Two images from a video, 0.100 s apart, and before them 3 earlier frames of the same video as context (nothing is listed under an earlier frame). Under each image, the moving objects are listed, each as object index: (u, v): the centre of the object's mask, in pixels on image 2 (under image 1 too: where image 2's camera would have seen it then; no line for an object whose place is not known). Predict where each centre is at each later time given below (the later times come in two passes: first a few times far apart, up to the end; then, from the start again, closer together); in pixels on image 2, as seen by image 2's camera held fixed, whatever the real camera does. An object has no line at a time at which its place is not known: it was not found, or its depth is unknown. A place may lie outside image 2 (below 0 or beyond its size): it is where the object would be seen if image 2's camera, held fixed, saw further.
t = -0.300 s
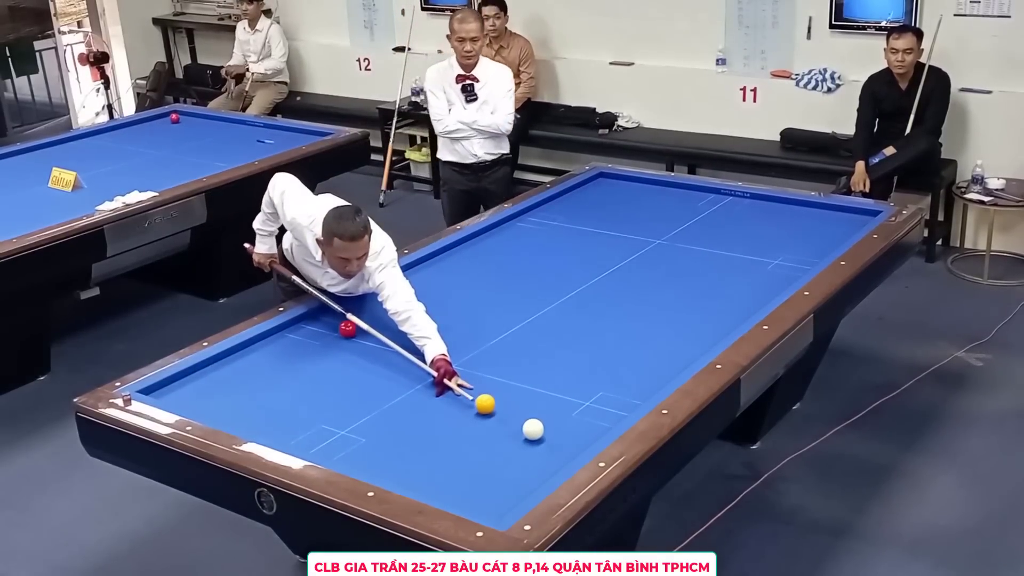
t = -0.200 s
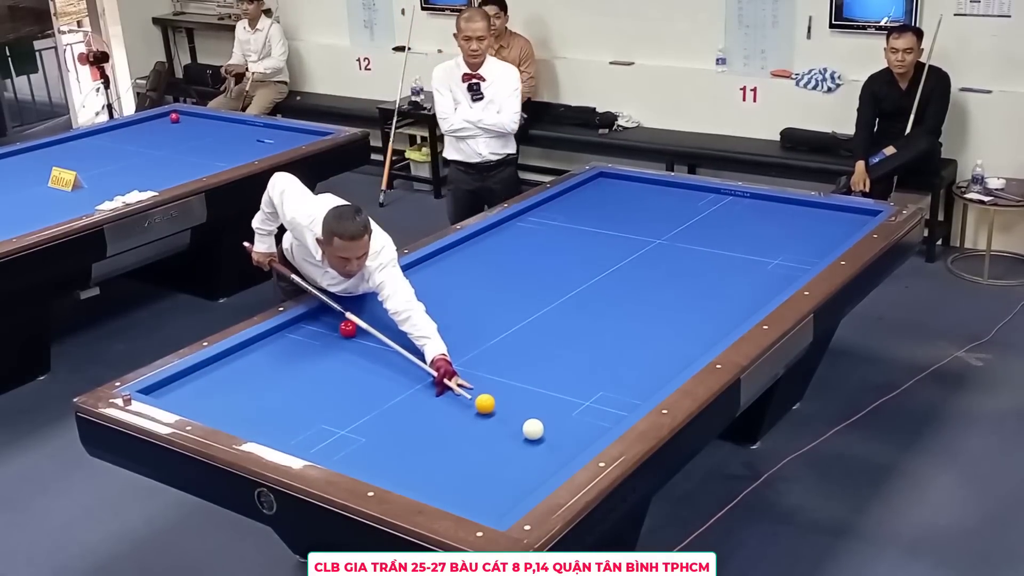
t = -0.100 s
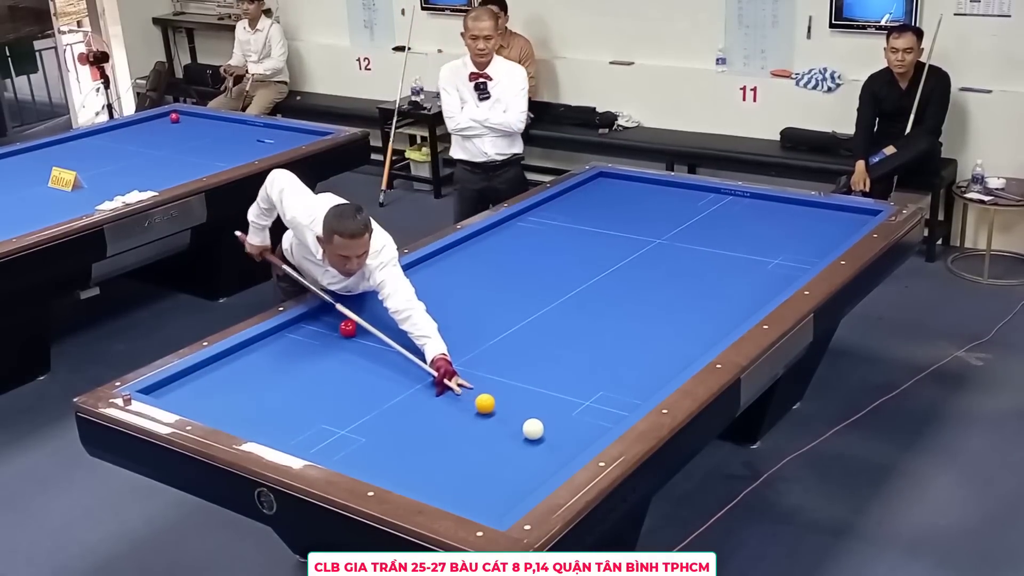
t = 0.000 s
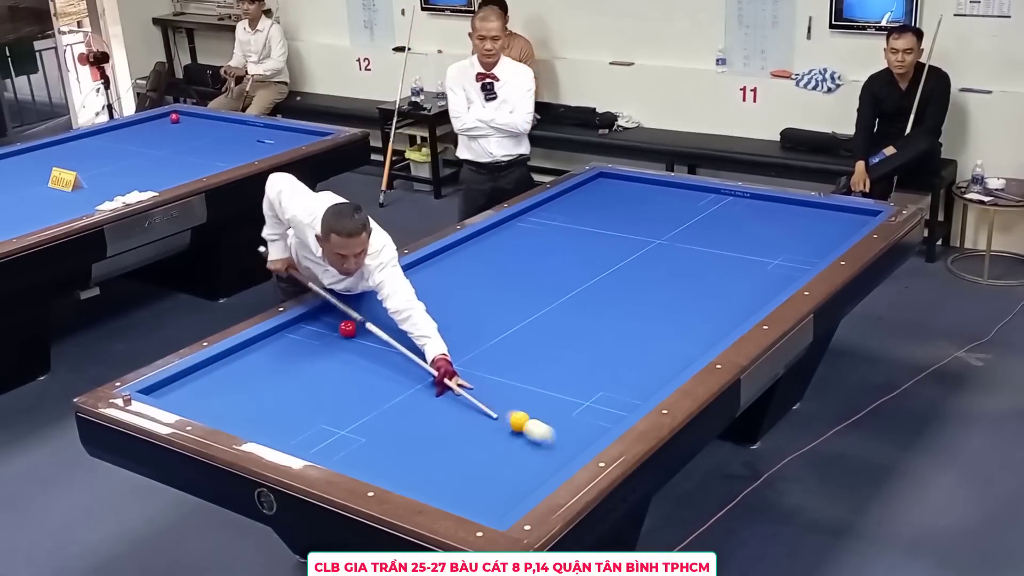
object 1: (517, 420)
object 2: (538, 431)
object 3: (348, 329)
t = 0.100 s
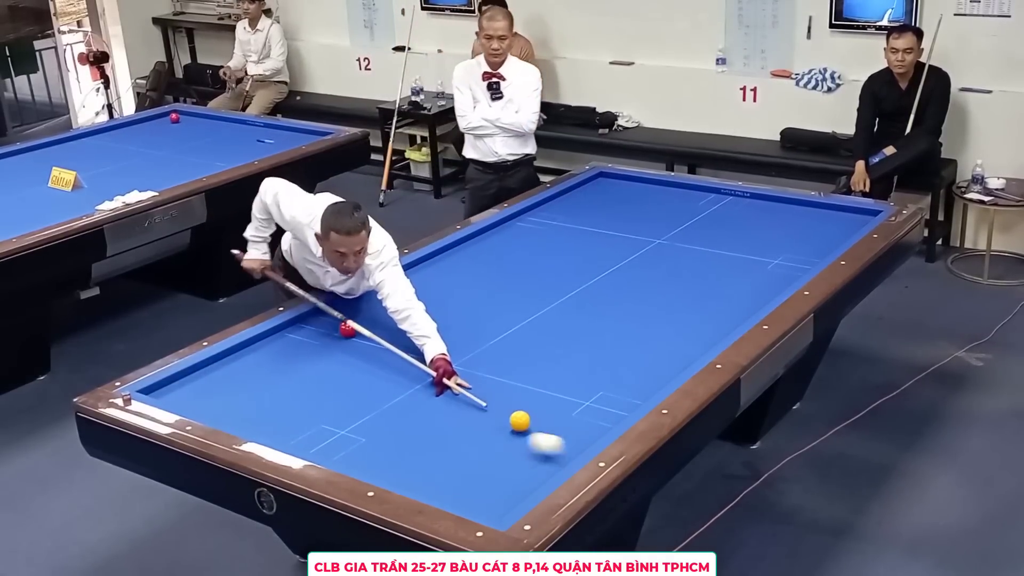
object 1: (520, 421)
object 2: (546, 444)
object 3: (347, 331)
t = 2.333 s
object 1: (355, 332)
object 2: (502, 487)
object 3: (340, 325)
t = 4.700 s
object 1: (348, 326)
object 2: (257, 402)
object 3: (354, 316)
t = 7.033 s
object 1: (348, 326)
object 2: (236, 394)
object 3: (364, 321)
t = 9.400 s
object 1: (348, 326)
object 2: (295, 415)
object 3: (364, 321)
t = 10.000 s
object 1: (348, 326)
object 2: (303, 417)
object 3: (364, 321)
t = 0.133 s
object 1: (519, 420)
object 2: (523, 441)
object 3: (346, 331)
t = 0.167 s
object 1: (517, 419)
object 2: (501, 436)
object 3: (347, 331)
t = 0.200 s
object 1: (515, 418)
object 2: (480, 432)
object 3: (347, 331)
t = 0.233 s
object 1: (512, 416)
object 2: (460, 429)
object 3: (347, 330)
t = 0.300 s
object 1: (505, 412)
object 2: (421, 422)
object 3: (348, 329)
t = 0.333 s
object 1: (502, 411)
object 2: (404, 419)
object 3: (348, 329)
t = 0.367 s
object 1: (498, 409)
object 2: (387, 416)
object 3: (348, 329)
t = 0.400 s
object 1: (495, 407)
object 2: (371, 413)
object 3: (348, 329)
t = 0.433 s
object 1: (492, 405)
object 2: (356, 410)
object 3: (348, 329)
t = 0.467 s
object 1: (489, 403)
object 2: (341, 407)
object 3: (348, 329)
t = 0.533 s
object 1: (482, 400)
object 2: (312, 402)
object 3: (348, 329)
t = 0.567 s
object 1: (479, 398)
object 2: (298, 399)
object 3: (348, 329)
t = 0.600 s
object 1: (476, 397)
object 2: (283, 396)
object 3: (348, 329)
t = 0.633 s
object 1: (473, 395)
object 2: (269, 394)
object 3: (348, 329)
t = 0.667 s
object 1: (470, 393)
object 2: (256, 391)
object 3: (348, 329)
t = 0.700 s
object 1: (467, 392)
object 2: (242, 388)
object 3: (348, 329)
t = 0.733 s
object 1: (464, 390)
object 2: (229, 386)
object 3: (348, 329)
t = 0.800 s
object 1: (458, 387)
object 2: (202, 381)
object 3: (348, 329)
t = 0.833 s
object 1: (455, 385)
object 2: (189, 379)
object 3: (348, 329)
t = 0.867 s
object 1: (452, 384)
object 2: (181, 378)
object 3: (348, 329)
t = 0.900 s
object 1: (449, 383)
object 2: (189, 380)
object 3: (348, 329)
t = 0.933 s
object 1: (446, 381)
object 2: (198, 383)
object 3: (348, 329)
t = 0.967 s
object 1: (443, 379)
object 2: (206, 385)
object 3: (348, 329)
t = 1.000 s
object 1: (440, 378)
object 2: (214, 388)
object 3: (348, 329)
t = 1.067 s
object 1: (435, 375)
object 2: (228, 393)
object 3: (348, 329)
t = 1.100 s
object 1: (432, 374)
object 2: (235, 395)
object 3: (348, 329)
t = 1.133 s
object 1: (430, 372)
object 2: (241, 397)
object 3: (348, 329)
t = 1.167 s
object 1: (427, 371)
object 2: (247, 399)
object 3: (348, 329)
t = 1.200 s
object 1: (424, 369)
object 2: (254, 402)
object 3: (348, 329)
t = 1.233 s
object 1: (422, 368)
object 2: (260, 404)
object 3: (348, 329)
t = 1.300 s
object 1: (417, 365)
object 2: (273, 408)
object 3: (348, 329)
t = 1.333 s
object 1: (414, 364)
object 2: (280, 410)
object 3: (348, 329)
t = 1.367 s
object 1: (412, 363)
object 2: (287, 413)
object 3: (348, 329)
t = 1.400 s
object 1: (409, 361)
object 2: (294, 415)
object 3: (348, 329)
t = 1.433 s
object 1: (407, 360)
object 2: (300, 417)
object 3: (348, 329)
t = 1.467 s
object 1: (404, 359)
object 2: (307, 420)
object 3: (348, 329)
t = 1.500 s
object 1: (402, 357)
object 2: (314, 422)
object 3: (348, 329)
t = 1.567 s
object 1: (397, 355)
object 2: (328, 427)
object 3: (348, 329)
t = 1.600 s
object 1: (394, 353)
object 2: (335, 429)
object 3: (348, 329)
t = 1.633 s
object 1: (392, 352)
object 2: (342, 431)
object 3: (348, 329)
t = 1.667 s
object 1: (390, 351)
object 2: (349, 434)
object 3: (348, 329)
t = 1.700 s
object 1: (388, 350)
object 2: (356, 436)
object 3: (348, 329)
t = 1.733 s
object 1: (385, 348)
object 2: (363, 439)
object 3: (348, 329)
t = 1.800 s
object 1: (381, 346)
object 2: (378, 444)
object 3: (348, 329)
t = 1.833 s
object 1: (379, 345)
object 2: (385, 446)
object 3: (348, 329)
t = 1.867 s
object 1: (376, 344)
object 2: (392, 449)
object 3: (348, 329)
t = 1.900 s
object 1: (374, 342)
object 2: (400, 451)
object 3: (348, 329)
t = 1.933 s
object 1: (372, 341)
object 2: (407, 454)
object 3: (348, 329)
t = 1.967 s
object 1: (370, 340)
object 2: (415, 457)
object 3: (348, 329)
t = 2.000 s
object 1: (368, 339)
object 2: (423, 459)
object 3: (348, 329)
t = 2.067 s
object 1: (363, 337)
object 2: (438, 465)
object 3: (348, 329)
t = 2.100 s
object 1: (362, 336)
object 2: (446, 467)
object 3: (347, 329)
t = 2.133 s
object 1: (359, 335)
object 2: (454, 470)
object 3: (347, 328)
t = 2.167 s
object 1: (358, 334)
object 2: (461, 473)
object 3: (346, 328)
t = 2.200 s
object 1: (357, 333)
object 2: (469, 476)
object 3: (345, 327)
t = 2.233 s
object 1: (357, 333)
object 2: (477, 479)
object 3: (344, 327)
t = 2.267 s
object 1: (356, 333)
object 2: (485, 481)
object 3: (343, 326)
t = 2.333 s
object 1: (355, 332)
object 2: (502, 487)
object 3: (340, 325)
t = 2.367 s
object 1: (355, 332)
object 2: (510, 490)
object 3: (339, 325)
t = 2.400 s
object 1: (355, 332)
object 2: (517, 492)
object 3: (338, 325)
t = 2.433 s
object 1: (354, 332)
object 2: (516, 492)
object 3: (337, 324)
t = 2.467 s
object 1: (354, 331)
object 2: (511, 490)
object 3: (336, 323)
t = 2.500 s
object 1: (354, 331)
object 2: (505, 488)
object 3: (335, 323)
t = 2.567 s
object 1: (353, 331)
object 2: (495, 485)
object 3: (332, 321)
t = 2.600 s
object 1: (353, 331)
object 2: (490, 483)
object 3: (331, 321)
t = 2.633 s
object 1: (353, 331)
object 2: (485, 481)
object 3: (330, 320)
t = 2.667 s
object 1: (352, 330)
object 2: (480, 479)
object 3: (329, 319)
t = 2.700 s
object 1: (352, 330)
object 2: (476, 478)
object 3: (328, 319)
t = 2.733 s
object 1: (352, 330)
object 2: (471, 476)
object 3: (326, 318)
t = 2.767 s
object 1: (351, 330)
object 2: (467, 475)
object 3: (325, 318)
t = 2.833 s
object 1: (351, 329)
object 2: (458, 471)
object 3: (323, 317)
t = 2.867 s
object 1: (351, 329)
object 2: (453, 470)
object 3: (322, 316)
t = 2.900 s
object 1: (350, 329)
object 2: (449, 468)
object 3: (321, 316)
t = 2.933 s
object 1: (350, 329)
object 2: (444, 467)
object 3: (320, 315)
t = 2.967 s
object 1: (350, 329)
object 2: (440, 465)
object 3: (319, 314)
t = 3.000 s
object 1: (350, 329)
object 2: (436, 464)
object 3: (317, 314)
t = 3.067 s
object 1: (349, 328)
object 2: (427, 460)
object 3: (316, 313)
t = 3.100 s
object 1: (349, 328)
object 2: (423, 459)
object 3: (315, 313)
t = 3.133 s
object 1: (349, 328)
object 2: (419, 458)
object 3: (316, 313)
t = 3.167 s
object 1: (349, 328)
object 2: (415, 456)
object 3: (317, 313)
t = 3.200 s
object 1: (349, 328)
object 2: (411, 455)
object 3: (318, 313)
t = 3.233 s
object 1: (349, 328)
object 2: (407, 453)
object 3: (319, 313)
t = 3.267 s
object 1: (349, 328)
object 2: (402, 452)
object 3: (320, 313)
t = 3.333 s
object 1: (349, 327)
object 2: (395, 449)
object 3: (322, 313)
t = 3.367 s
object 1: (349, 327)
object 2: (391, 448)
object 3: (323, 313)
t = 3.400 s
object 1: (348, 327)
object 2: (387, 446)
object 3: (324, 313)
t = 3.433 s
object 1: (348, 327)
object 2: (383, 445)
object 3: (325, 313)
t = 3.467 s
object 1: (348, 327)
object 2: (379, 444)
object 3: (326, 314)
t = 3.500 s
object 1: (348, 327)
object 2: (375, 442)
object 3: (327, 314)
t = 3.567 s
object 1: (348, 327)
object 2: (368, 440)
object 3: (329, 314)
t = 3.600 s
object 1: (348, 327)
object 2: (364, 438)
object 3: (329, 314)
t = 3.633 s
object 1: (348, 326)
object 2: (360, 437)
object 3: (330, 314)
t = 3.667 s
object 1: (348, 327)
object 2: (357, 436)
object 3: (331, 315)
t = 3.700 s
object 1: (348, 327)
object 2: (353, 435)
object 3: (332, 315)
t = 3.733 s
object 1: (348, 326)
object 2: (350, 433)
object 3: (333, 315)
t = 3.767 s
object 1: (348, 326)
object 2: (346, 432)
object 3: (334, 315)
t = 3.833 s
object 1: (348, 326)
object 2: (339, 430)
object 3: (335, 315)
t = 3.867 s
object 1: (348, 326)
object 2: (335, 428)
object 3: (336, 315)
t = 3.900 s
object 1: (348, 326)
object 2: (332, 427)
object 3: (337, 315)
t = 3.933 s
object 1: (348, 326)
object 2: (329, 426)
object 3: (338, 315)
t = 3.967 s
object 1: (348, 326)
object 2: (325, 425)
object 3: (338, 315)
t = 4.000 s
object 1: (348, 326)
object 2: (322, 424)
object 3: (339, 315)
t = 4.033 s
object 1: (348, 326)
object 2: (318, 423)
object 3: (340, 315)
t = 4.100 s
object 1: (348, 326)
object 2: (312, 420)
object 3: (341, 315)
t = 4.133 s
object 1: (348, 326)
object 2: (308, 419)
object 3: (342, 314)
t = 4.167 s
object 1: (347, 326)
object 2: (305, 418)
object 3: (342, 314)
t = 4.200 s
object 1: (347, 326)
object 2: (302, 417)
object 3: (343, 314)
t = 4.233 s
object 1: (347, 326)
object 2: (299, 416)
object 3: (344, 314)
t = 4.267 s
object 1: (347, 326)
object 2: (295, 415)
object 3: (345, 314)
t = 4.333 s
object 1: (347, 326)
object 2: (289, 413)
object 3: (347, 314)
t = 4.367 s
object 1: (348, 326)
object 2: (286, 412)
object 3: (347, 314)
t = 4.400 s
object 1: (348, 326)
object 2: (283, 411)
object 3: (348, 314)
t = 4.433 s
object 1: (348, 326)
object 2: (280, 410)
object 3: (349, 314)
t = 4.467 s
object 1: (348, 326)
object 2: (277, 409)
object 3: (350, 314)
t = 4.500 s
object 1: (348, 326)
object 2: (274, 408)
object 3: (350, 314)
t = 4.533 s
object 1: (348, 326)
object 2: (271, 407)
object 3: (351, 314)
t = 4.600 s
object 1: (348, 326)
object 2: (265, 405)
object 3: (352, 315)
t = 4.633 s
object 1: (348, 326)
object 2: (262, 404)
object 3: (353, 315)
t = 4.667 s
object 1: (348, 326)
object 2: (259, 403)
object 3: (354, 315)
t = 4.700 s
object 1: (348, 326)
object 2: (257, 402)
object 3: (354, 316)
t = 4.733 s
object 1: (348, 326)
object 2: (254, 401)
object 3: (355, 316)
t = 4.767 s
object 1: (347, 326)
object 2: (251, 400)
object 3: (355, 316)
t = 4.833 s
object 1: (348, 326)
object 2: (245, 398)
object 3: (356, 317)
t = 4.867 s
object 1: (348, 326)
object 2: (242, 397)
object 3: (357, 317)
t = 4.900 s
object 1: (347, 326)
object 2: (240, 396)
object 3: (357, 317)
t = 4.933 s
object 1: (347, 326)
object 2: (237, 395)
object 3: (358, 317)
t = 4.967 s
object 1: (347, 326)
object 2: (234, 394)
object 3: (358, 317)
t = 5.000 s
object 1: (347, 326)
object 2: (232, 393)
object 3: (358, 318)
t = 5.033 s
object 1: (347, 326)
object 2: (229, 392)
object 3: (359, 318)
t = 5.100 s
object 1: (347, 326)
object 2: (224, 391)
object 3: (360, 318)
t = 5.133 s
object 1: (347, 326)
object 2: (221, 390)
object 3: (360, 318)
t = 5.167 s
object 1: (347, 326)
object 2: (219, 389)
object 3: (360, 319)
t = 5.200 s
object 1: (347, 326)
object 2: (216, 388)
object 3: (360, 319)
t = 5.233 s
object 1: (347, 326)
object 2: (214, 387)
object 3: (361, 319)
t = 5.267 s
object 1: (347, 326)
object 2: (211, 386)
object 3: (361, 319)
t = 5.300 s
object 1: (347, 326)
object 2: (209, 385)
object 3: (361, 319)
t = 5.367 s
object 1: (347, 326)
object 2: (204, 384)
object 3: (362, 319)
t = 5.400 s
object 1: (347, 326)
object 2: (202, 383)
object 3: (362, 319)
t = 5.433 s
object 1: (347, 326)
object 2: (199, 382)
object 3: (362, 319)
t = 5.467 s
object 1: (348, 326)
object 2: (197, 381)
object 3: (362, 320)
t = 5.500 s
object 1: (348, 326)
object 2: (194, 380)
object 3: (363, 320)
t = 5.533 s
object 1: (347, 326)
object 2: (192, 380)
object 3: (363, 320)
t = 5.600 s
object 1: (348, 326)
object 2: (188, 378)
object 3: (363, 320)
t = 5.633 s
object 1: (348, 326)
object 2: (185, 377)
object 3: (363, 320)
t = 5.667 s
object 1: (348, 326)
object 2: (183, 376)
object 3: (363, 320)
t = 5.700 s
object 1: (348, 326)
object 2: (183, 376)
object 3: (363, 320)
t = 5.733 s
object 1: (348, 326)
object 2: (184, 377)
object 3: (364, 320)
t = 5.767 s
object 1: (348, 326)
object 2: (186, 377)
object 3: (364, 320)
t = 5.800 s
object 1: (348, 326)
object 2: (187, 378)
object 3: (364, 320)
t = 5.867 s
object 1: (348, 326)
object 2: (190, 379)
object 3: (364, 321)
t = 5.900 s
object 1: (348, 326)
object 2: (192, 379)
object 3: (364, 321)
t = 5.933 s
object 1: (348, 326)
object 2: (193, 379)
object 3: (364, 321)
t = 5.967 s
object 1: (348, 326)
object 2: (195, 380)
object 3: (364, 321)
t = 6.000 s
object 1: (348, 326)
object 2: (196, 381)
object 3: (364, 321)
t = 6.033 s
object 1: (348, 326)
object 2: (198, 381)
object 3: (364, 321)
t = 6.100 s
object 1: (348, 326)
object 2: (201, 382)
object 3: (364, 321)
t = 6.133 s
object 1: (348, 326)
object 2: (202, 382)
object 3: (364, 321)
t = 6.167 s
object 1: (348, 326)
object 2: (204, 383)
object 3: (364, 321)
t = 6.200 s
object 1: (348, 326)
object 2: (205, 383)
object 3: (364, 321)
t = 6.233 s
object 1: (348, 326)
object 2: (206, 384)
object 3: (364, 321)
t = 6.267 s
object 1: (348, 326)
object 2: (208, 384)
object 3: (364, 321)
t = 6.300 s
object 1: (348, 326)
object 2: (209, 384)
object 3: (364, 321)
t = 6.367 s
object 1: (348, 326)
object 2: (212, 385)
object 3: (364, 321)
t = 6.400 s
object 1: (348, 326)
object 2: (213, 386)
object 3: (364, 321)
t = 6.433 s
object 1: (348, 326)
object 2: (214, 386)
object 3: (364, 321)
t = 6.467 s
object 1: (348, 326)
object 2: (216, 387)
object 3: (364, 321)
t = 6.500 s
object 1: (348, 326)
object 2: (217, 387)
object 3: (364, 321)
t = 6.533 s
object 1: (348, 326)
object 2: (218, 387)
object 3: (364, 321)
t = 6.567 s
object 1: (348, 326)
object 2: (219, 388)
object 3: (364, 321)
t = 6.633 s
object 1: (348, 326)
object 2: (222, 389)
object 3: (364, 321)
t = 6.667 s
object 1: (348, 326)
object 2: (223, 389)
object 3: (364, 321)
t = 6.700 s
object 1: (348, 326)
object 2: (224, 390)
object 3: (364, 321)
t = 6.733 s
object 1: (348, 326)
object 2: (225, 390)
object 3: (364, 321)
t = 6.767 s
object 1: (348, 326)
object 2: (227, 391)
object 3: (364, 321)
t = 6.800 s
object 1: (348, 326)
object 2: (228, 391)
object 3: (364, 321)
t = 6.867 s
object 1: (348, 326)
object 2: (230, 392)
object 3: (364, 321)
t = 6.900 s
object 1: (348, 326)
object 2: (231, 392)
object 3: (364, 321)
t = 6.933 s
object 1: (348, 326)
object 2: (232, 393)
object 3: (364, 321)
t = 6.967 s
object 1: (348, 326)
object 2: (234, 393)
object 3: (364, 321)
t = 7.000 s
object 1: (348, 326)
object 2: (235, 393)
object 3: (364, 321)
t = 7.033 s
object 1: (348, 326)
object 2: (236, 394)
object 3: (364, 321)
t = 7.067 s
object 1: (348, 326)
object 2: (237, 394)
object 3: (364, 321)
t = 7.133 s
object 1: (348, 326)
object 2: (239, 395)
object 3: (364, 321)
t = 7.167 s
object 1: (348, 326)
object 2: (240, 395)
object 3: (364, 321)
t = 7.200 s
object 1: (348, 326)
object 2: (241, 396)
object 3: (364, 321)
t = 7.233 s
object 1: (348, 326)
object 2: (242, 396)
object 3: (364, 321)
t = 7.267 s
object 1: (348, 326)
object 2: (243, 397)
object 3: (364, 321)
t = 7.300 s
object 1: (348, 326)
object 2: (245, 397)
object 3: (364, 321)
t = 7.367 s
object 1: (348, 326)
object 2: (247, 398)
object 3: (364, 321)
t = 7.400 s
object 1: (348, 326)
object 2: (248, 398)
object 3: (364, 321)
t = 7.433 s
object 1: (348, 326)
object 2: (249, 398)
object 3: (364, 321)
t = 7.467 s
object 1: (348, 326)
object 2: (250, 399)
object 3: (364, 321)
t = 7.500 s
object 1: (348, 326)
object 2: (251, 399)
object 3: (364, 321)
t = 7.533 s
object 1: (348, 326)
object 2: (252, 400)
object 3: (364, 321)
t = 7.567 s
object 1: (348, 326)
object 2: (253, 400)
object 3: (364, 321)
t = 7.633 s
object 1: (348, 326)
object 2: (255, 401)
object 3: (364, 321)
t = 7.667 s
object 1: (348, 326)
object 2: (256, 401)
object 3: (364, 321)
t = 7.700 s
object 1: (348, 326)
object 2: (257, 401)
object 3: (364, 321)
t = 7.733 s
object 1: (347, 326)
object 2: (257, 402)
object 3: (364, 321)
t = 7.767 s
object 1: (347, 326)
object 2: (258, 402)
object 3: (364, 321)
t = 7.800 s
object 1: (347, 326)
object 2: (259, 402)
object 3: (364, 321)
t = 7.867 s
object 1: (348, 326)
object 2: (261, 403)
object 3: (364, 321)
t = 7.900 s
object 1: (347, 326)
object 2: (262, 404)
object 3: (364, 321)
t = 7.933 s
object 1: (347, 326)
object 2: (263, 404)
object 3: (364, 321)
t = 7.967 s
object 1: (347, 326)
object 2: (264, 404)
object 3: (364, 321)
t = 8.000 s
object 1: (347, 326)
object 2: (265, 405)
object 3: (364, 321)
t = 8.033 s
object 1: (347, 326)
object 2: (265, 405)
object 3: (364, 321)
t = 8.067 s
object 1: (347, 326)
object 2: (266, 405)
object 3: (364, 321)
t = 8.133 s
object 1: (348, 326)
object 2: (268, 406)
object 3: (364, 321)
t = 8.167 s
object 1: (348, 326)
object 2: (269, 406)
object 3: (364, 321)
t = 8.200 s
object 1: (348, 326)
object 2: (270, 406)
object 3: (364, 321)
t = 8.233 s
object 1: (347, 326)
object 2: (271, 407)
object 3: (364, 321)
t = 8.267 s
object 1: (348, 326)
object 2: (271, 407)
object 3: (364, 321)
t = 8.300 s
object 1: (348, 326)
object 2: (272, 407)
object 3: (364, 321)
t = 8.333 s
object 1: (348, 326)
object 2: (273, 408)
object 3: (364, 321)
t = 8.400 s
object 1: (348, 326)
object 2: (275, 408)
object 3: (364, 321)
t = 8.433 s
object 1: (348, 326)
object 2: (275, 408)
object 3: (364, 321)
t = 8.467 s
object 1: (348, 326)
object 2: (276, 409)
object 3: (364, 321)
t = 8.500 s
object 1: (348, 326)
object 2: (277, 409)
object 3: (364, 321)
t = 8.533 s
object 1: (348, 326)
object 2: (278, 409)
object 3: (364, 321)
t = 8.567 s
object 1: (348, 326)
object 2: (279, 410)
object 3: (364, 321)
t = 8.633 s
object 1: (348, 326)
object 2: (280, 410)
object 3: (364, 321)
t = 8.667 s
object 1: (348, 326)
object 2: (281, 410)
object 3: (364, 321)
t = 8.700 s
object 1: (348, 326)
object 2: (282, 411)
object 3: (364, 321)
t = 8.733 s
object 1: (348, 326)
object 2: (282, 411)
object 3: (364, 321)
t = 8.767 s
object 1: (348, 326)
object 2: (283, 411)
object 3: (364, 321)
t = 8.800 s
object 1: (348, 326)
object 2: (284, 411)
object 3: (364, 321)
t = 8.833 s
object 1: (348, 326)
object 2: (285, 411)
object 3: (364, 321)
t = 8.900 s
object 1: (348, 326)
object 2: (286, 412)
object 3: (364, 321)
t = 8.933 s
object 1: (348, 326)
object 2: (287, 412)
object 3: (364, 321)
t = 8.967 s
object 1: (348, 326)
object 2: (287, 412)
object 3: (364, 321)
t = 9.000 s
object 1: (348, 326)
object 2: (288, 412)
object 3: (364, 321)
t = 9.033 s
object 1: (348, 326)
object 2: (289, 413)
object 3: (364, 321)
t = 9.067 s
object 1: (348, 326)
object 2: (289, 413)
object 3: (364, 321)
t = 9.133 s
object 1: (348, 326)
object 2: (290, 413)
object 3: (364, 321)
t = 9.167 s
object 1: (348, 326)
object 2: (291, 413)
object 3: (364, 321)
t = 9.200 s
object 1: (348, 326)
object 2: (292, 414)
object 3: (364, 321)
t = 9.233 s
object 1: (348, 326)
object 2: (292, 414)
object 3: (364, 321)
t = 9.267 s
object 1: (348, 326)
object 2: (293, 414)
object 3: (364, 321)
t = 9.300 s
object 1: (348, 326)
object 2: (294, 414)
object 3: (364, 321)
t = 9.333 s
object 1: (348, 326)
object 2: (294, 414)
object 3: (364, 321)
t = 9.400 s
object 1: (348, 326)
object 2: (295, 415)
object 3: (364, 321)
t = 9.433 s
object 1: (348, 326)
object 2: (296, 415)
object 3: (364, 321)
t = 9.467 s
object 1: (348, 326)
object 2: (296, 415)
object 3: (364, 321)
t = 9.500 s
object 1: (348, 326)
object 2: (297, 415)
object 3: (364, 321)
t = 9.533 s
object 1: (347, 326)
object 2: (297, 415)
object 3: (364, 321)
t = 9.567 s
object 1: (348, 326)
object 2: (298, 415)
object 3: (364, 321)
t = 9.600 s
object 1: (348, 326)
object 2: (298, 415)
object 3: (364, 321)
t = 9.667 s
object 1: (348, 326)
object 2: (299, 415)
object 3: (364, 321)
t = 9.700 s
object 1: (348, 326)
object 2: (300, 415)
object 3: (364, 321)
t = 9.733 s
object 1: (348, 326)
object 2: (300, 416)
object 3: (364, 321)
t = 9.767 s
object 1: (348, 326)
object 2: (301, 416)
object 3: (364, 321)
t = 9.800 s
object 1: (348, 326)
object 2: (301, 416)
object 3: (364, 321)
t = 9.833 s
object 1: (348, 326)
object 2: (301, 416)
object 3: (364, 321)
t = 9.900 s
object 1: (348, 326)
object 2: (302, 416)
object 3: (364, 321)
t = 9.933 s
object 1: (348, 326)
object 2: (302, 416)
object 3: (364, 321)
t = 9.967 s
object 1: (348, 326)
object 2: (303, 416)
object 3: (364, 321)
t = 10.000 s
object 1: (348, 326)
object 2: (303, 417)
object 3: (364, 321)
